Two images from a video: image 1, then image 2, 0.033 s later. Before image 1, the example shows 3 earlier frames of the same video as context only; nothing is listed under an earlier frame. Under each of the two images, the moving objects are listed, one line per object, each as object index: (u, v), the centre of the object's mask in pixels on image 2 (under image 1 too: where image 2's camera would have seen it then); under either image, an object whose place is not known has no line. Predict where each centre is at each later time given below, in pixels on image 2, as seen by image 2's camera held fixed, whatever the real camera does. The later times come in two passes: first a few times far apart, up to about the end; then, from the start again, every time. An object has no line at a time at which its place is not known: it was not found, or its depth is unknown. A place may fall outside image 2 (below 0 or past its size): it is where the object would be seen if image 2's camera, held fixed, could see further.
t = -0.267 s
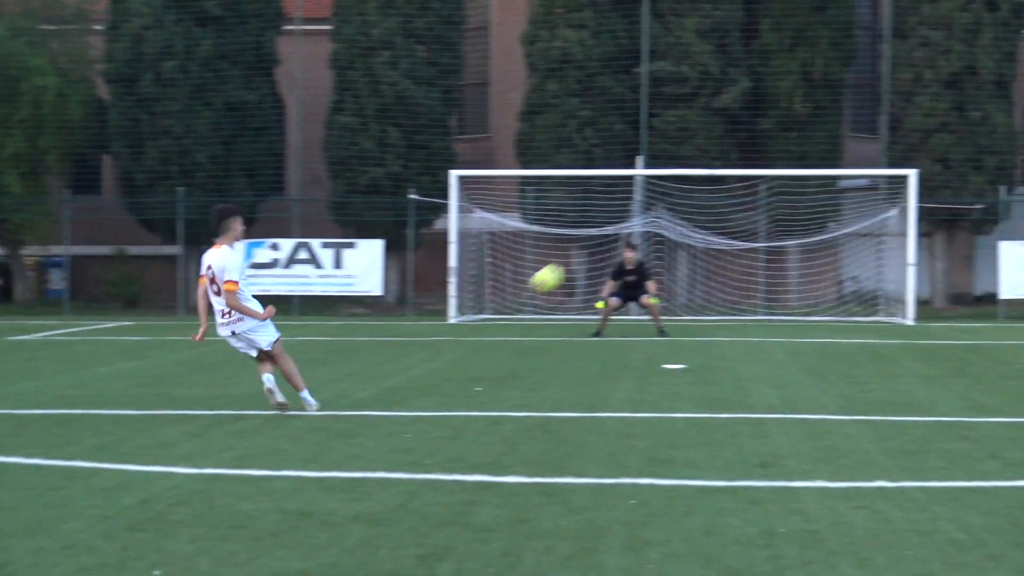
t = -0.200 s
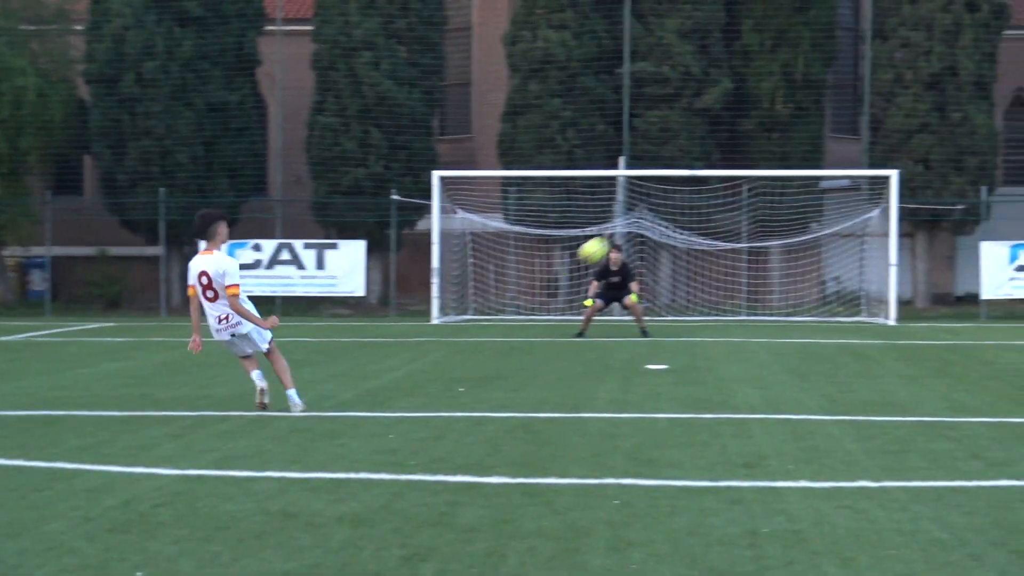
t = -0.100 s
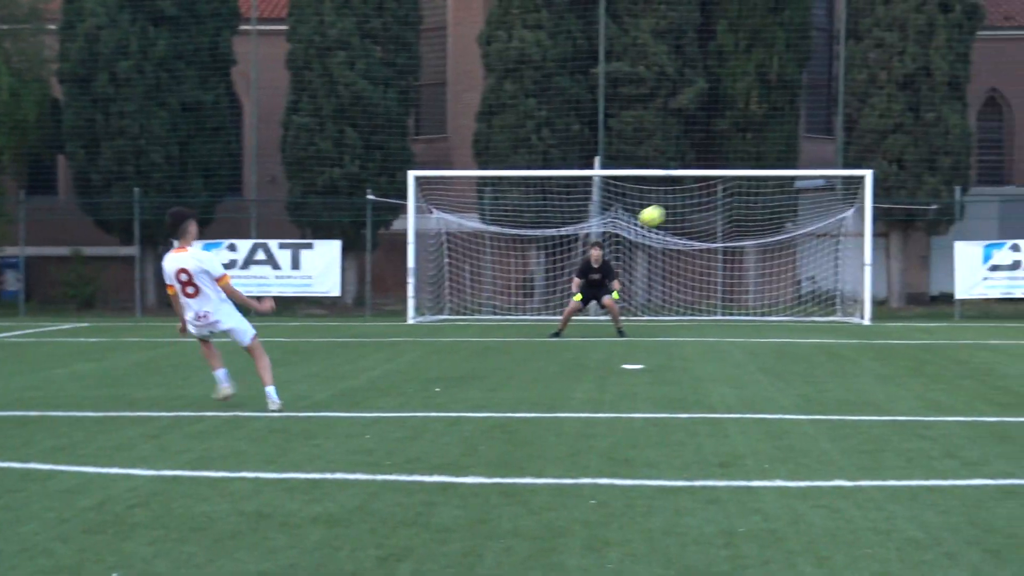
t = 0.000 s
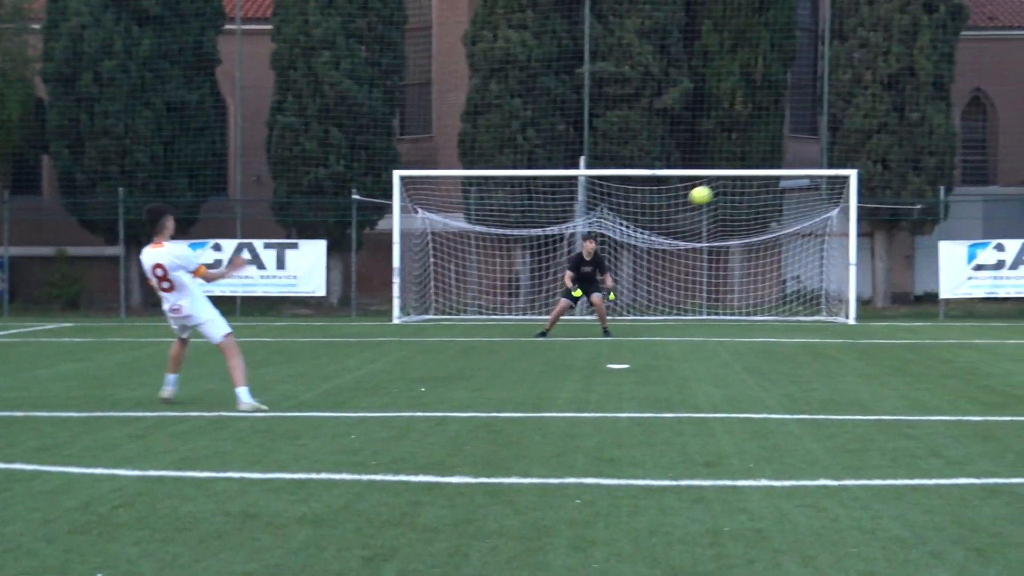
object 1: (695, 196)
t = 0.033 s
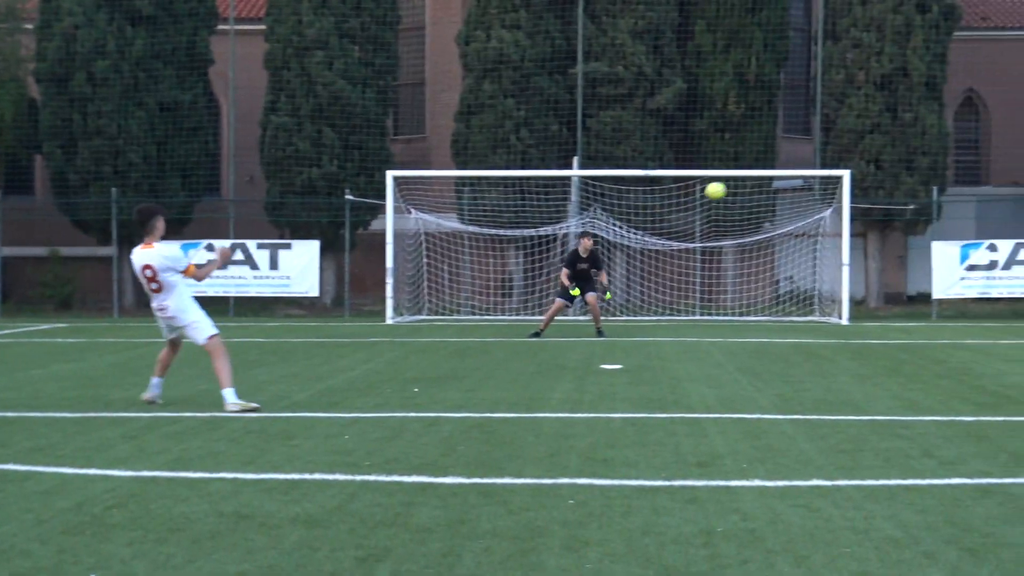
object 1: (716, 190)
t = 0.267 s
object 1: (805, 192)
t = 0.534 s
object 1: (854, 217)
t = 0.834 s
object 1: (881, 291)
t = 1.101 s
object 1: (903, 291)
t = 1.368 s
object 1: (921, 238)
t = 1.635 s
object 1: (941, 257)
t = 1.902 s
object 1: (967, 366)
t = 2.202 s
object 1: (1005, 312)
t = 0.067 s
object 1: (725, 189)
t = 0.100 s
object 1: (744, 187)
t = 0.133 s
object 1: (761, 186)
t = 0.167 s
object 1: (769, 186)
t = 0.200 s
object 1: (785, 187)
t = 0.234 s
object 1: (799, 190)
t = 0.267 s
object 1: (805, 192)
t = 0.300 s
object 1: (818, 196)
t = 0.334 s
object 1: (828, 200)
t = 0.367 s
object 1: (833, 202)
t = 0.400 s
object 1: (843, 208)
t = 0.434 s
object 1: (847, 210)
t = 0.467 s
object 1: (848, 211)
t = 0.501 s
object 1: (851, 213)
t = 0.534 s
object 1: (854, 217)
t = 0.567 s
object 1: (855, 220)
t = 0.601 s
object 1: (858, 225)
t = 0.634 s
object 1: (861, 232)
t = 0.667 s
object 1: (863, 236)
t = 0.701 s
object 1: (866, 245)
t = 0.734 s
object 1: (871, 255)
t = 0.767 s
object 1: (873, 262)
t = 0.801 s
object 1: (877, 275)
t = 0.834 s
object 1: (881, 291)
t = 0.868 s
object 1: (884, 300)
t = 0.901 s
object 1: (889, 319)
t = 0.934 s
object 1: (895, 341)
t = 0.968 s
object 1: (897, 340)
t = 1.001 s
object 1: (898, 323)
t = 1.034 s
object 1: (900, 309)
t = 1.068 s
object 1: (901, 302)
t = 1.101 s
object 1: (903, 291)
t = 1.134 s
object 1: (906, 278)
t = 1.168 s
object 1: (908, 273)
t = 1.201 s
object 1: (910, 263)
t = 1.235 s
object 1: (912, 255)
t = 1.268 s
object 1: (914, 252)
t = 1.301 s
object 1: (917, 245)
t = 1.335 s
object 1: (919, 241)
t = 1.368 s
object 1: (921, 238)
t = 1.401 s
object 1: (924, 236)
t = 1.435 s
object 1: (927, 235)
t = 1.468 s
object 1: (928, 235)
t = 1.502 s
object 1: (931, 237)
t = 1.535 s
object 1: (934, 240)
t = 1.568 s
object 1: (935, 242)
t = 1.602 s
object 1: (938, 248)
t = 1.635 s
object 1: (941, 257)
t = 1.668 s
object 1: (943, 261)
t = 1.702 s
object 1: (946, 273)
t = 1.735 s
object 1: (950, 285)
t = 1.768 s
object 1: (952, 295)
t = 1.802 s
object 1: (955, 310)
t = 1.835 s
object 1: (960, 329)
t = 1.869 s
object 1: (962, 342)
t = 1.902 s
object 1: (967, 366)
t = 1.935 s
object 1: (972, 384)
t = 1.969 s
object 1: (975, 377)
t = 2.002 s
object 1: (979, 362)
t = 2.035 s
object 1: (984, 348)
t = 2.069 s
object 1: (987, 342)
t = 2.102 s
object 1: (991, 331)
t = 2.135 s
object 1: (996, 322)
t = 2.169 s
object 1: (999, 318)
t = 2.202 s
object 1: (1005, 312)
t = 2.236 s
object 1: (1011, 308)
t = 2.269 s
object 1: (1014, 308)
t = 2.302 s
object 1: (1021, 307)
